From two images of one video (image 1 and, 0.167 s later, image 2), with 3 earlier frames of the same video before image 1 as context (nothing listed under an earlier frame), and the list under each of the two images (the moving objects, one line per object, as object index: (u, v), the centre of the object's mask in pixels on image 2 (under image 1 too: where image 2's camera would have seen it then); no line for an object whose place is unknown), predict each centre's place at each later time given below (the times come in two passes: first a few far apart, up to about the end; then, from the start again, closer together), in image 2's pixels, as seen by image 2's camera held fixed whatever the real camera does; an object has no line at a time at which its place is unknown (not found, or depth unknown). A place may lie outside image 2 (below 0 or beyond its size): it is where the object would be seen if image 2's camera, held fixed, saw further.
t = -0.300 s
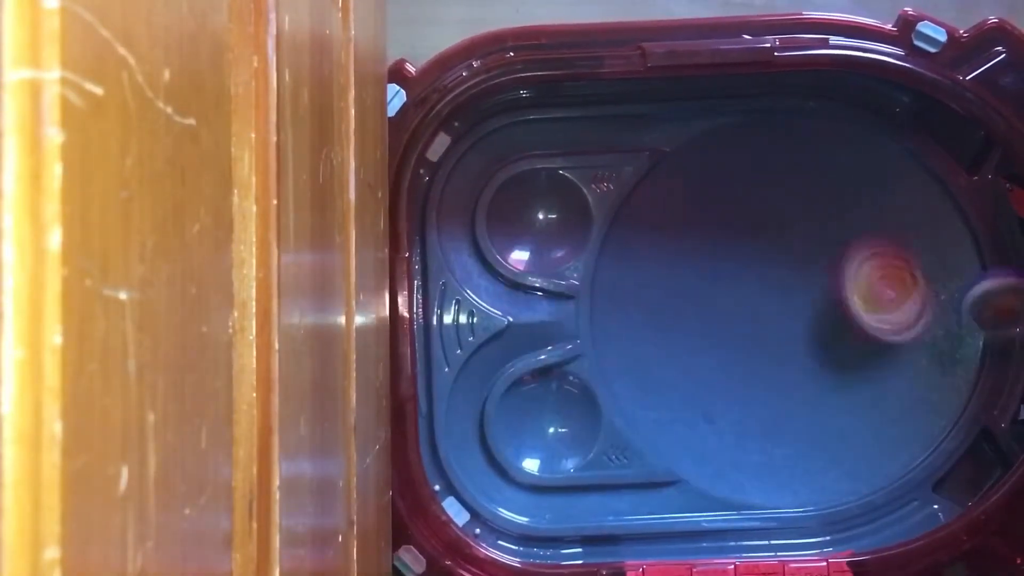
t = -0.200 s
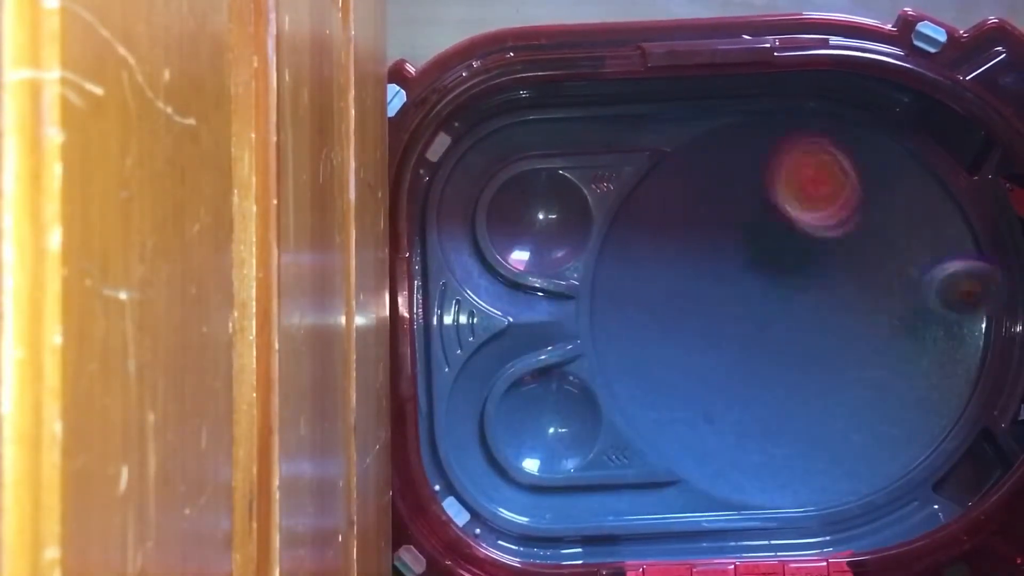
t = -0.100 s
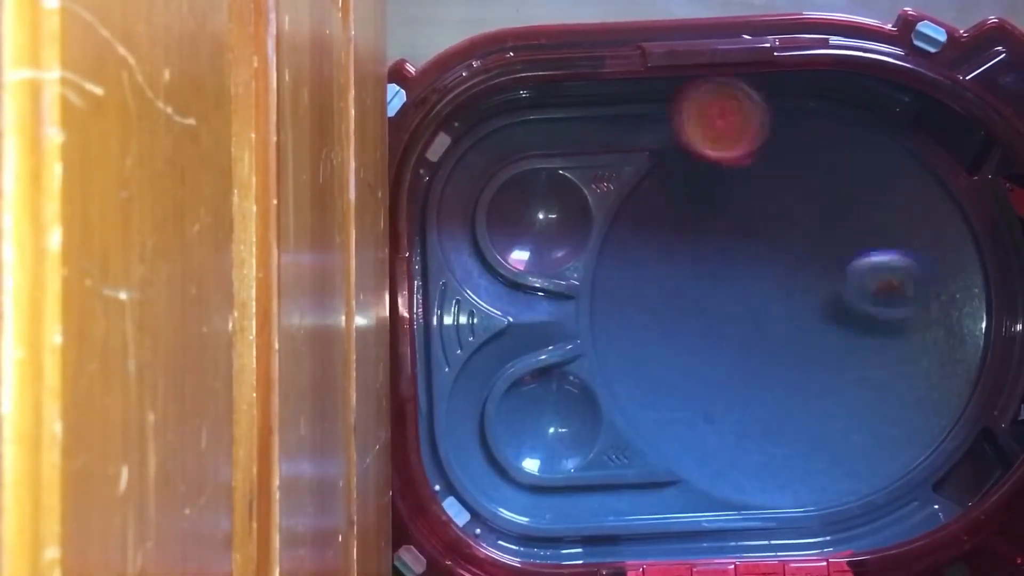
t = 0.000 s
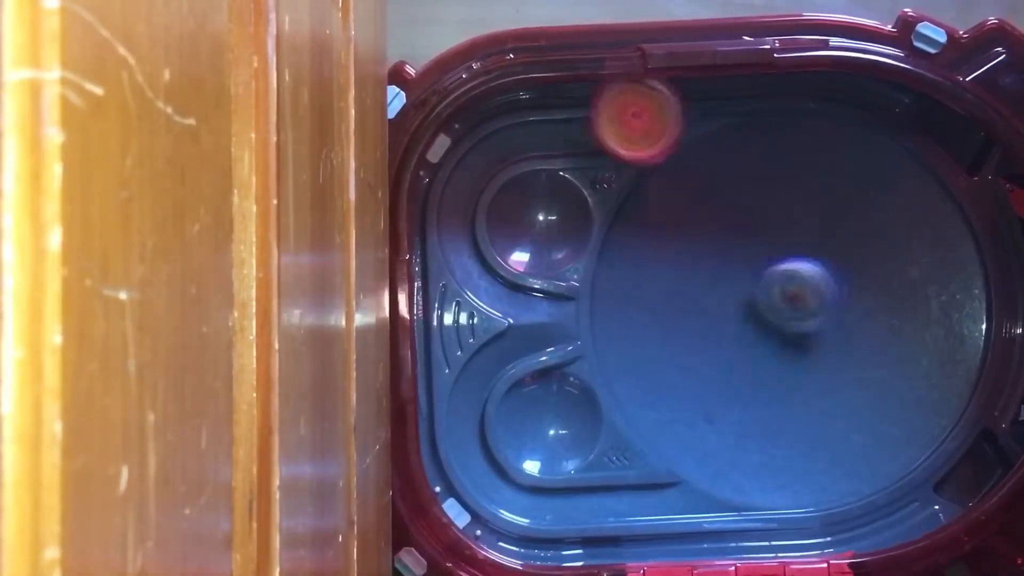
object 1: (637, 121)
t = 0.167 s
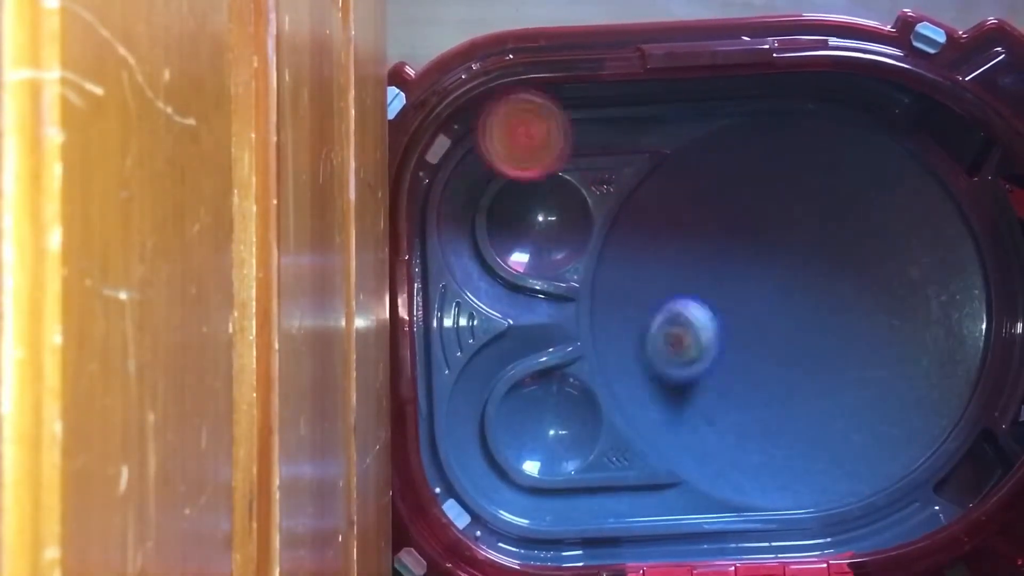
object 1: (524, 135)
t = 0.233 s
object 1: (489, 164)
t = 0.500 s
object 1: (549, 303)
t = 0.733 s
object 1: (765, 350)
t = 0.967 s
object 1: (908, 182)
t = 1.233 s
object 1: (800, 187)
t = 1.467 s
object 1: (741, 271)
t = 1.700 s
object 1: (844, 312)
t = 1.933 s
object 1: (848, 236)
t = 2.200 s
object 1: (849, 292)
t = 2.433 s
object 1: (854, 318)
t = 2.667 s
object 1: (972, 383)
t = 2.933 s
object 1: (849, 329)
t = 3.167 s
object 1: (832, 268)
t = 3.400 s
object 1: (878, 341)
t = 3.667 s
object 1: (723, 408)
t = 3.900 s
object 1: (666, 406)
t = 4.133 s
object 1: (666, 405)
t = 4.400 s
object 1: (666, 405)
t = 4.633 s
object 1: (667, 405)
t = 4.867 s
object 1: (667, 405)
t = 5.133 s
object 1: (666, 405)
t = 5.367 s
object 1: (666, 405)
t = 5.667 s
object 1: (666, 405)
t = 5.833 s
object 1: (667, 405)
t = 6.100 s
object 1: (666, 405)
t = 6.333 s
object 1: (666, 405)
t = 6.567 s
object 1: (666, 405)
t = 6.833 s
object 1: (666, 405)
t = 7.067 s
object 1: (667, 405)
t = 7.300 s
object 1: (667, 405)
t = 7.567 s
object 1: (666, 405)
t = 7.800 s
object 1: (667, 405)
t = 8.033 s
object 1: (667, 405)
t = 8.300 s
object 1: (666, 405)
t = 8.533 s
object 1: (666, 405)
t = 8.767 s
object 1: (667, 405)
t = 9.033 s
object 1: (667, 405)
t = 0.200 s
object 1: (502, 144)
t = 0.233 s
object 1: (489, 164)
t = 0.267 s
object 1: (475, 188)
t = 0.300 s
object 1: (465, 210)
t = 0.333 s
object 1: (463, 237)
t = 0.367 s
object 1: (469, 257)
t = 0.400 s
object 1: (484, 277)
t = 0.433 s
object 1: (503, 289)
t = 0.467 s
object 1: (525, 298)
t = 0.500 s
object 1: (549, 303)
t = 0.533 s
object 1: (574, 310)
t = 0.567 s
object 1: (601, 316)
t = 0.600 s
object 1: (625, 323)
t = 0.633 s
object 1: (657, 333)
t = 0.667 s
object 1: (689, 343)
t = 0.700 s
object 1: (726, 350)
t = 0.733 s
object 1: (765, 350)
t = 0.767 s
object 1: (798, 331)
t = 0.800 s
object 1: (827, 305)
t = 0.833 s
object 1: (851, 280)
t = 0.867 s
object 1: (871, 255)
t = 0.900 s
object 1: (890, 227)
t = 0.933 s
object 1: (900, 206)
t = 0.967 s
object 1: (908, 182)
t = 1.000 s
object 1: (910, 164)
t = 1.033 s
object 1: (903, 153)
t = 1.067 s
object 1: (890, 151)
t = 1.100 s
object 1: (874, 155)
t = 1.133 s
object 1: (856, 160)
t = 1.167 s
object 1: (837, 167)
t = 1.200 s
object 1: (818, 176)
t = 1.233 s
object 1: (800, 187)
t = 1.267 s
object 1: (782, 197)
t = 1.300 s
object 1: (767, 209)
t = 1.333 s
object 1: (754, 219)
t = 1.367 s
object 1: (744, 231)
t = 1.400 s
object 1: (738, 245)
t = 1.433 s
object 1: (738, 256)
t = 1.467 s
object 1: (741, 271)
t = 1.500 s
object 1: (749, 284)
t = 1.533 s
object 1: (759, 296)
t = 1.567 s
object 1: (775, 305)
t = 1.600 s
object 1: (791, 311)
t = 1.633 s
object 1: (811, 315)
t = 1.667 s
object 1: (828, 313)
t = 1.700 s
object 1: (844, 312)
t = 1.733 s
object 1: (859, 305)
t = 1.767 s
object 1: (870, 295)
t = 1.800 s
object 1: (876, 284)
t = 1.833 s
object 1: (877, 271)
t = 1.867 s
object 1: (873, 256)
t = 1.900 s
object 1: (863, 245)
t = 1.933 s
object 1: (848, 236)
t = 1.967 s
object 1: (832, 234)
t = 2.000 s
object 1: (831, 237)
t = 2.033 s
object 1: (830, 244)
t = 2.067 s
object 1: (831, 253)
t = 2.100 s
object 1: (835, 263)
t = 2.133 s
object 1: (838, 274)
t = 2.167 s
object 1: (843, 284)
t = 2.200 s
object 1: (849, 292)
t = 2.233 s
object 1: (855, 300)
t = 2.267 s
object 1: (859, 305)
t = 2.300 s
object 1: (862, 308)
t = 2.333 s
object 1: (863, 310)
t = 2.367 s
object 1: (862, 312)
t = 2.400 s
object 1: (858, 315)
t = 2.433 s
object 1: (854, 318)
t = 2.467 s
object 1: (850, 323)
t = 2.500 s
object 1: (861, 335)
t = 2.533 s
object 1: (887, 350)
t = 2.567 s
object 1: (917, 364)
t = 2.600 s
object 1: (938, 374)
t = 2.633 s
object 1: (957, 380)
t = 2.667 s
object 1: (972, 383)
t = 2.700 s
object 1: (971, 381)
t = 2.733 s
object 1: (959, 373)
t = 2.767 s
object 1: (949, 366)
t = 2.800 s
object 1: (936, 358)
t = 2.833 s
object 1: (922, 354)
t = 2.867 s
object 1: (905, 352)
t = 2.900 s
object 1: (881, 346)
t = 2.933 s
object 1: (849, 329)
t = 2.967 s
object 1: (823, 284)
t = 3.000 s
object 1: (809, 250)
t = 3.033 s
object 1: (804, 237)
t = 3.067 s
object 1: (811, 239)
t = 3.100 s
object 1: (818, 247)
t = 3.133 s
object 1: (824, 256)
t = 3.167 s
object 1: (832, 268)
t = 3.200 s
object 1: (841, 280)
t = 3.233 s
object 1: (854, 294)
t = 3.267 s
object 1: (864, 307)
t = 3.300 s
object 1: (871, 318)
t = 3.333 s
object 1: (876, 327)
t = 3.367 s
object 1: (879, 335)
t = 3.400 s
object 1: (878, 341)
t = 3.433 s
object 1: (872, 344)
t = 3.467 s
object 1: (860, 347)
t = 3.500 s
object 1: (845, 353)
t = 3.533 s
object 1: (824, 369)
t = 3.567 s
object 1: (797, 380)
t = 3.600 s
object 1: (772, 392)
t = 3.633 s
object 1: (747, 402)
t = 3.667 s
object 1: (723, 408)
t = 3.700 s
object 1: (705, 412)
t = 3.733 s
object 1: (690, 413)
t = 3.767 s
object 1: (679, 413)
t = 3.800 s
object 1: (671, 410)
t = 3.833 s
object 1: (666, 407)
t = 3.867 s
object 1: (666, 406)
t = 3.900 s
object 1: (666, 406)
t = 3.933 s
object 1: (666, 406)
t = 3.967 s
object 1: (666, 406)
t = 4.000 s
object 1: (666, 406)
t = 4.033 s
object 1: (666, 405)
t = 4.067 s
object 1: (666, 405)
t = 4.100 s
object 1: (666, 405)
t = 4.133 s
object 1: (666, 405)
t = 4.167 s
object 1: (666, 405)
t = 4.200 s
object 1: (666, 405)
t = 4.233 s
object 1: (666, 405)
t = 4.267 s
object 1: (666, 405)
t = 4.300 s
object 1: (666, 405)
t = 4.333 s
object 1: (666, 405)
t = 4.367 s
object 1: (666, 405)
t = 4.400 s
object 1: (666, 405)
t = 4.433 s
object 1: (666, 405)
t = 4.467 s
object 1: (666, 405)
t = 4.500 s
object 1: (666, 405)
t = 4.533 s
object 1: (666, 405)
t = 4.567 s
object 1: (666, 405)
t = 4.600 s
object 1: (667, 405)
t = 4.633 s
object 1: (667, 405)
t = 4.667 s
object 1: (667, 405)
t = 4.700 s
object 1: (667, 405)
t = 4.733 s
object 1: (667, 405)
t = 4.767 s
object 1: (667, 405)
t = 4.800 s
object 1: (667, 405)
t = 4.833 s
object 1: (667, 405)
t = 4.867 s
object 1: (667, 405)
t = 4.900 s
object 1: (667, 405)
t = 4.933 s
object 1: (667, 405)
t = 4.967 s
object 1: (667, 405)
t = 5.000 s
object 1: (667, 405)
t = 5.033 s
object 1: (667, 405)
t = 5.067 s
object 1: (667, 405)
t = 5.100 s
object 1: (667, 405)
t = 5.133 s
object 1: (666, 405)
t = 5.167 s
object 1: (666, 405)
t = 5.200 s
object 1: (667, 405)
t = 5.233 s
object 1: (667, 405)
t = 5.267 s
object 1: (667, 405)
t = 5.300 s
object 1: (667, 405)
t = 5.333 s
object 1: (666, 405)
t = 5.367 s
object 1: (666, 405)
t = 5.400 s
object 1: (666, 405)
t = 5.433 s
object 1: (666, 405)
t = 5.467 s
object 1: (666, 405)
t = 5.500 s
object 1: (666, 405)
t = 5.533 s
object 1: (666, 405)
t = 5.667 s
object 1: (666, 405)
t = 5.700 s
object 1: (666, 405)
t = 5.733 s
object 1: (666, 405)
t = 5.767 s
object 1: (666, 405)
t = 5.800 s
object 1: (666, 405)
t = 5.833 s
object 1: (667, 405)
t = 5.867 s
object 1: (667, 405)
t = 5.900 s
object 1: (667, 405)
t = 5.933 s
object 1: (667, 405)
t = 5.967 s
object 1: (667, 405)
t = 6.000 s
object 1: (666, 405)
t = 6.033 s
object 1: (666, 405)
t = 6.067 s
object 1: (667, 405)
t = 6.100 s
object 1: (666, 405)
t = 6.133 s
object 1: (666, 405)
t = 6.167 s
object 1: (667, 405)
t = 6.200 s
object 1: (667, 405)
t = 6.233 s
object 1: (667, 405)
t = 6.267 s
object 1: (666, 405)
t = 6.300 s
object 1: (666, 405)
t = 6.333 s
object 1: (666, 405)
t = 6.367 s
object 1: (666, 405)
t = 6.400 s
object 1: (666, 405)
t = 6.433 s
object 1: (666, 405)
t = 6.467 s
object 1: (667, 405)
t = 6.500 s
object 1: (667, 405)
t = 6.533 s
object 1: (667, 405)
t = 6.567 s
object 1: (666, 405)
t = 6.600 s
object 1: (667, 405)
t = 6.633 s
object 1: (667, 405)
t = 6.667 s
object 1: (666, 405)
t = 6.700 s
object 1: (667, 405)
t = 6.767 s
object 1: (667, 405)
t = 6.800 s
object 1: (666, 405)
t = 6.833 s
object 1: (666, 405)
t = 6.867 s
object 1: (666, 405)
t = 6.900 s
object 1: (666, 405)
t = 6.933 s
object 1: (667, 405)
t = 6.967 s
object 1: (667, 405)
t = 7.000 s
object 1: (667, 405)
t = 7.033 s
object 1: (667, 405)
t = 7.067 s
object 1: (667, 405)
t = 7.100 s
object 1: (667, 405)
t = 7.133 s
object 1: (667, 405)
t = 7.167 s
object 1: (667, 405)
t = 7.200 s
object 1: (667, 405)
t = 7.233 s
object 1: (667, 405)
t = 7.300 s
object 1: (667, 405)
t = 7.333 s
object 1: (667, 405)
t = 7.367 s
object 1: (667, 405)
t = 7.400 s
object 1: (667, 405)
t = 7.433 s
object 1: (667, 405)
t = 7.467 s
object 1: (667, 405)
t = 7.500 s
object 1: (667, 405)
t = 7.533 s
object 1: (667, 405)
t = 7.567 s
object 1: (666, 405)
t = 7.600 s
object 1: (666, 405)
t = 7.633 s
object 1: (666, 405)
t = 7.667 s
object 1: (666, 405)
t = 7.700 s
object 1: (666, 405)
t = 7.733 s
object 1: (667, 405)
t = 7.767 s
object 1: (667, 405)
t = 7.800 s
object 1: (667, 405)
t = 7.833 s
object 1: (667, 405)
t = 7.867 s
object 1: (667, 405)
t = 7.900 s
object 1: (667, 405)
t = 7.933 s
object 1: (667, 405)
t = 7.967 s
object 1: (667, 405)
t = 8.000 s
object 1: (667, 405)
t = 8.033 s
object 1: (667, 405)
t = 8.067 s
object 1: (666, 405)
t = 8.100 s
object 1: (667, 405)
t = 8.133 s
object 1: (667, 405)
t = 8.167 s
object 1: (667, 405)
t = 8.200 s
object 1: (666, 405)
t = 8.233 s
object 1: (667, 405)
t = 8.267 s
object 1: (667, 405)
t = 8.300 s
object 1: (666, 405)
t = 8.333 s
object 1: (667, 405)
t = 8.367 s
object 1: (667, 405)
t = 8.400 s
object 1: (667, 405)
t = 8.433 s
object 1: (667, 405)
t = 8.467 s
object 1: (667, 405)
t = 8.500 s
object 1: (667, 405)
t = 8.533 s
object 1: (666, 405)
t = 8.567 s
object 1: (667, 405)
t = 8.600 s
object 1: (667, 405)
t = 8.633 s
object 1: (667, 405)
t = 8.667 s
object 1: (667, 405)
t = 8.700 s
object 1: (667, 405)
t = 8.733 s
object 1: (667, 405)
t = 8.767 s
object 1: (667, 405)
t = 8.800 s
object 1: (667, 405)
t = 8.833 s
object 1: (667, 405)
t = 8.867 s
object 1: (667, 405)
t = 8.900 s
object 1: (667, 405)
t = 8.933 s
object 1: (667, 405)
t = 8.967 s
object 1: (667, 405)
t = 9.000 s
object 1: (667, 405)
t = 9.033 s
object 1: (667, 405)
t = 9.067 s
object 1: (667, 405)
